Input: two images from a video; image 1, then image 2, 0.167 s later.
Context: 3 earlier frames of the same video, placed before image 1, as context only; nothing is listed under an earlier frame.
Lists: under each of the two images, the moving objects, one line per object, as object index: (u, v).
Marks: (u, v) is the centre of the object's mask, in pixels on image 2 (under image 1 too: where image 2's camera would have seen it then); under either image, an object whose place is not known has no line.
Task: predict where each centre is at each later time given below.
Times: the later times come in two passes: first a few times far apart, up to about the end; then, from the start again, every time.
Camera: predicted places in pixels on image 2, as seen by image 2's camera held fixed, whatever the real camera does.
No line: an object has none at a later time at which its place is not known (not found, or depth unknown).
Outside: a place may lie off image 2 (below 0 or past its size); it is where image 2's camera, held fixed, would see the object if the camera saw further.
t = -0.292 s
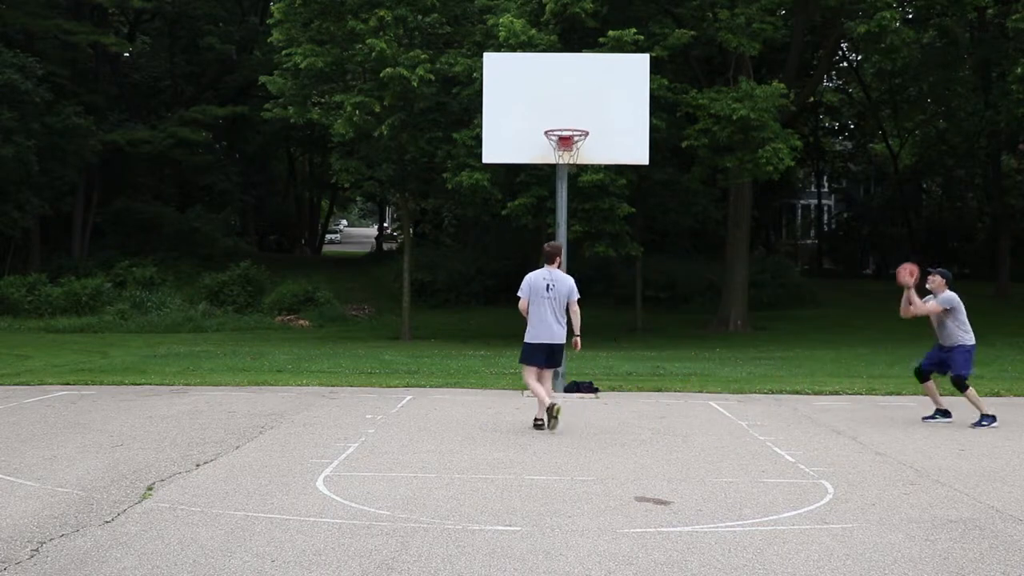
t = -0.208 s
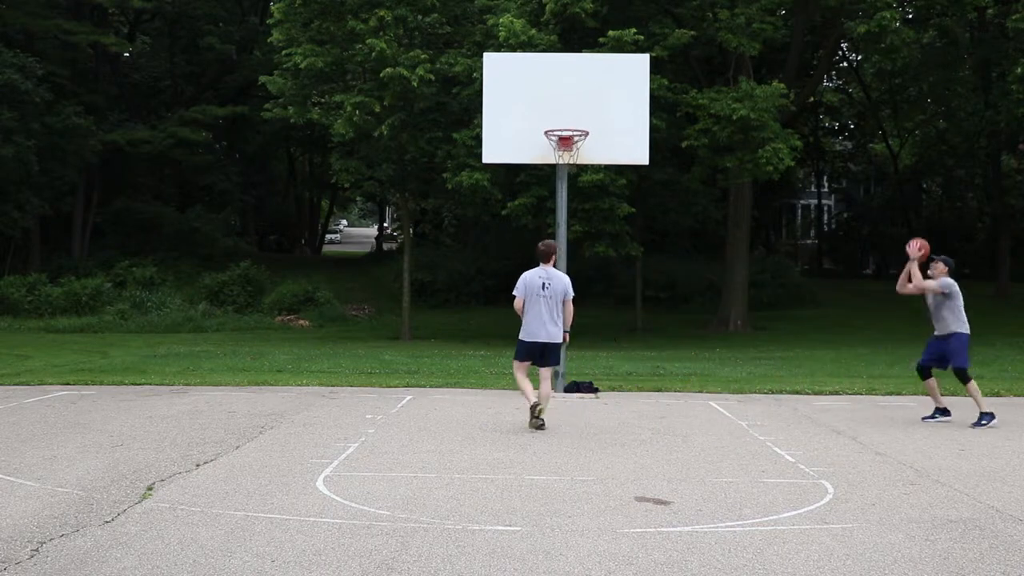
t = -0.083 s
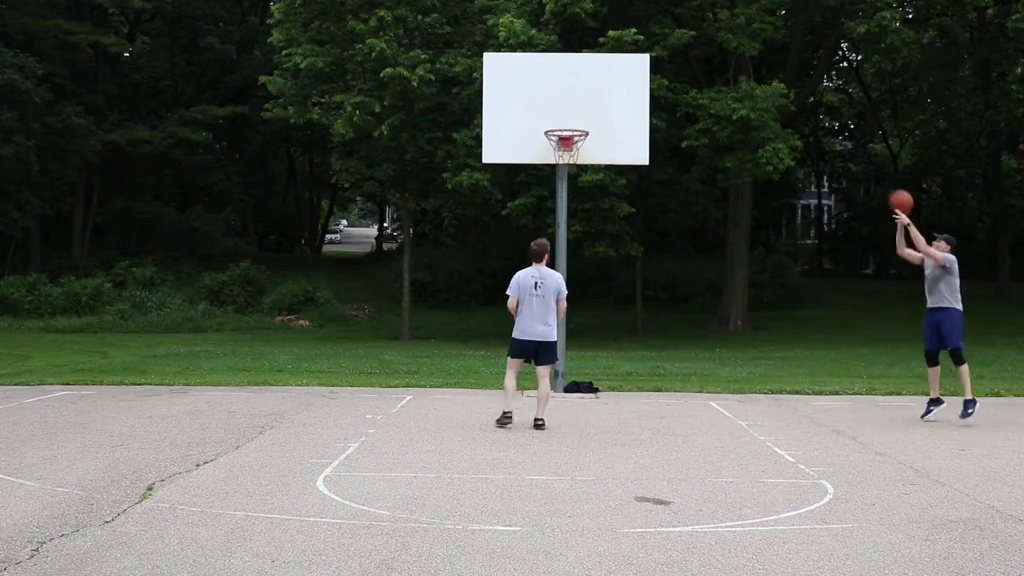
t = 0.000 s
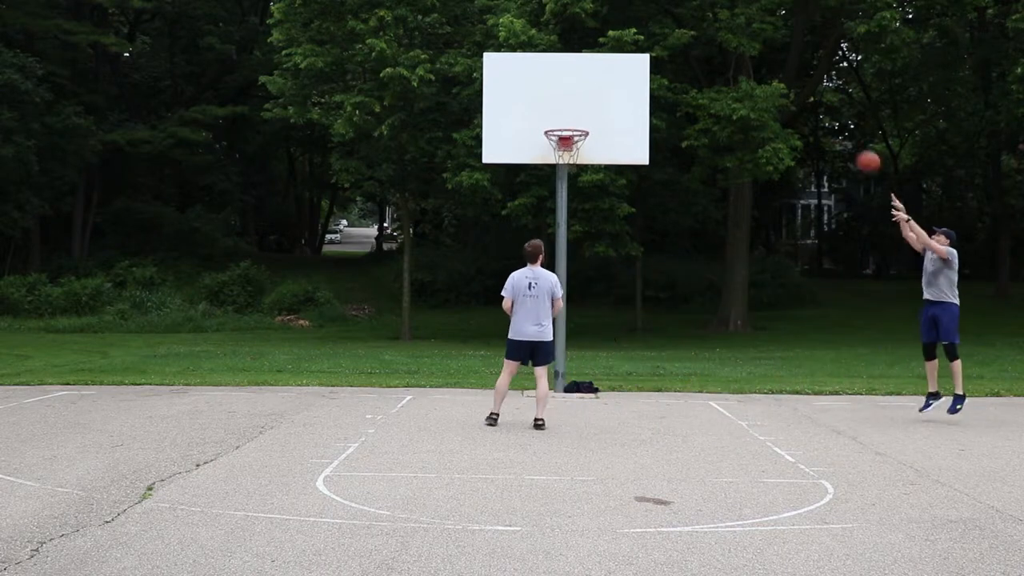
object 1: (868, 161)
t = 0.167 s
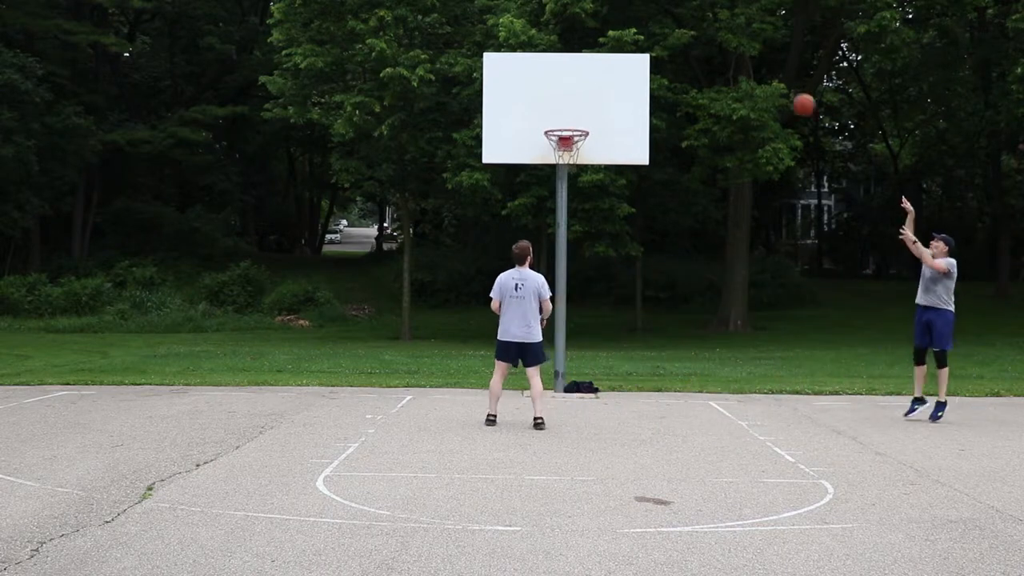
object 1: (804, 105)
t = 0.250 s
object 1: (772, 86)
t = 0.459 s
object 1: (694, 68)
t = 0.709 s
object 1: (603, 97)
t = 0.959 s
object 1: (572, 144)
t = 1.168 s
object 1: (578, 164)
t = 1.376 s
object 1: (580, 225)
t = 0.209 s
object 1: (788, 94)
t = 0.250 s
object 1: (772, 86)
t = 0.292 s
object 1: (756, 79)
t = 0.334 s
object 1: (740, 74)
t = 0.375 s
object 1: (725, 70)
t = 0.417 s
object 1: (709, 68)
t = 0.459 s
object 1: (694, 68)
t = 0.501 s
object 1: (678, 69)
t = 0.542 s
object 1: (664, 71)
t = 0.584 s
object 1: (649, 75)
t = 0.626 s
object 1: (633, 81)
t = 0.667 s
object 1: (618, 89)
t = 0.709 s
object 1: (603, 97)
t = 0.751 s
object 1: (588, 108)
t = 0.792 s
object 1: (573, 119)
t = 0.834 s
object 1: (559, 132)
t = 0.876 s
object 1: (563, 140)
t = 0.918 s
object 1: (568, 146)
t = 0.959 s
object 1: (572, 144)
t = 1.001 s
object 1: (575, 144)
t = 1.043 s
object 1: (577, 147)
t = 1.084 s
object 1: (577, 150)
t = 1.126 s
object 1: (577, 156)
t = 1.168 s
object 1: (578, 164)
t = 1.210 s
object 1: (579, 173)
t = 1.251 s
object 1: (579, 183)
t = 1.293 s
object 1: (579, 195)
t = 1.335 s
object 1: (580, 209)
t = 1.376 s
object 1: (580, 225)
